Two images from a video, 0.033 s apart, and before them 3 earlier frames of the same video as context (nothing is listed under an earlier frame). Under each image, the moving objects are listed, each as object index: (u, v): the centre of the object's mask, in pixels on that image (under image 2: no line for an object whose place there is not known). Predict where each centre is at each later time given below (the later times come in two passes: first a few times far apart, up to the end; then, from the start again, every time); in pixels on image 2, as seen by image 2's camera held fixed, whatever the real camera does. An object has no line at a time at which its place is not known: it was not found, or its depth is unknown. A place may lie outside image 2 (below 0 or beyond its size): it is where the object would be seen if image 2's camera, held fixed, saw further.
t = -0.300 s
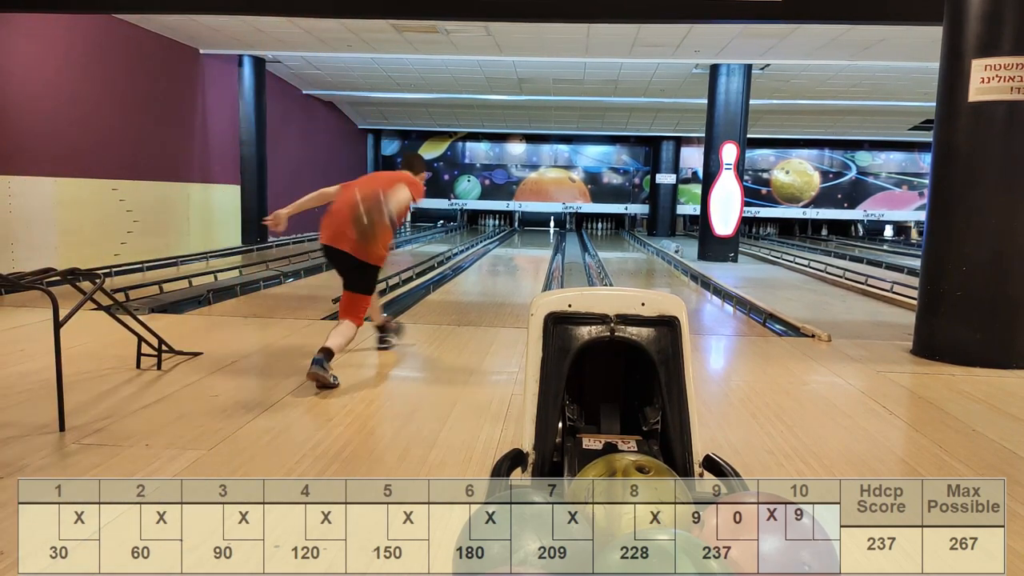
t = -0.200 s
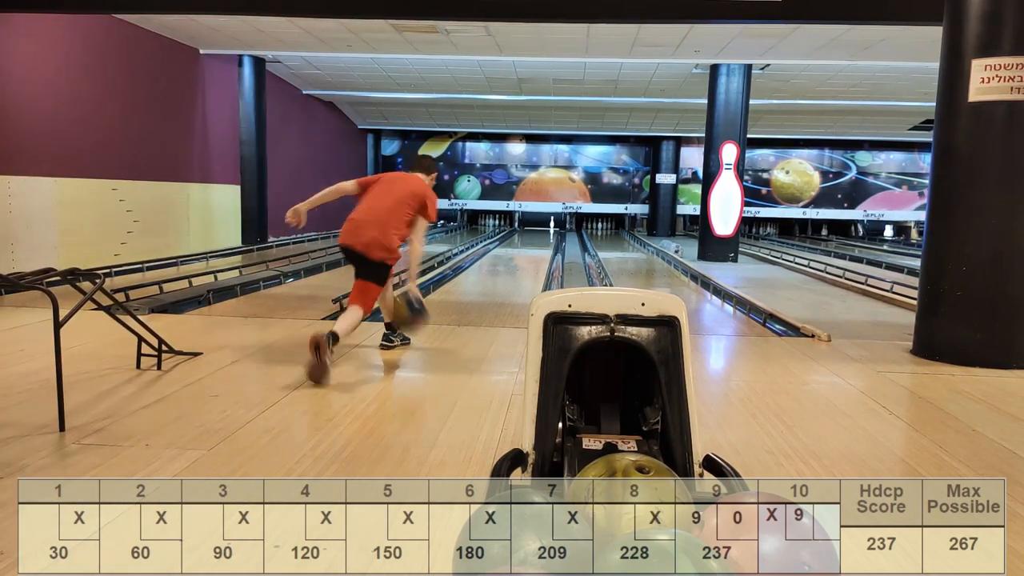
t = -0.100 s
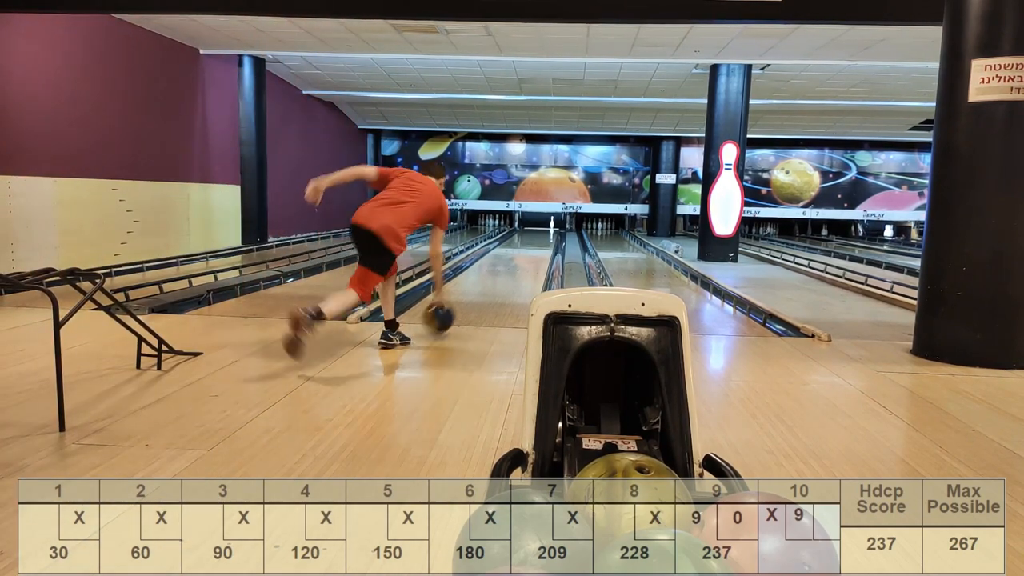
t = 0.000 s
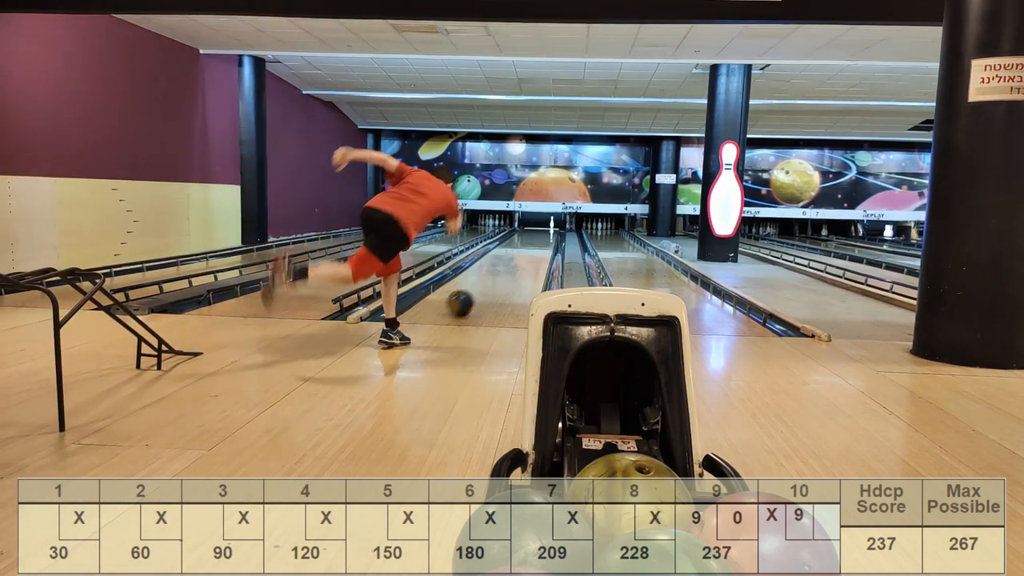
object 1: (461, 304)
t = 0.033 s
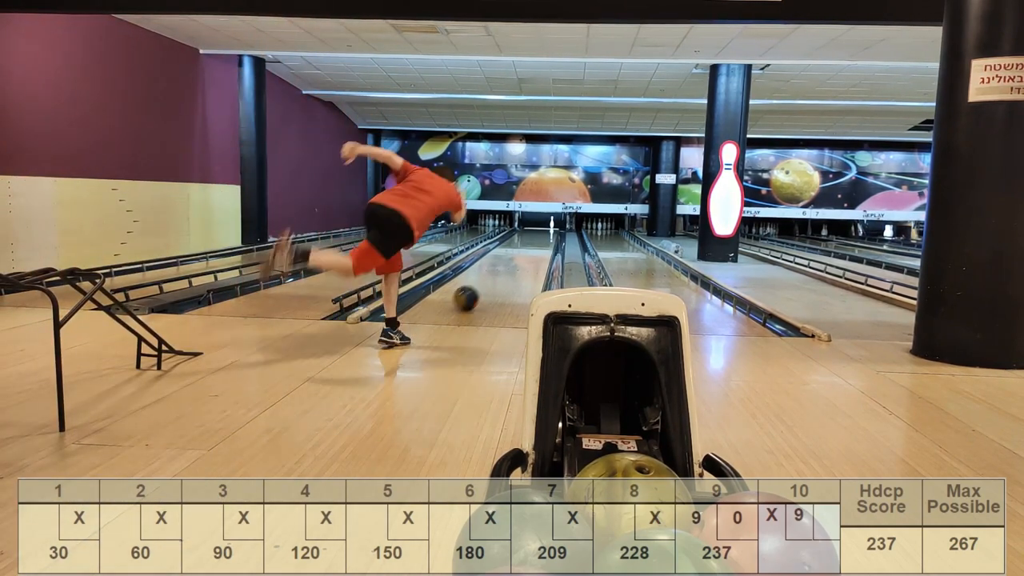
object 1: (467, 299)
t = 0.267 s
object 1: (495, 275)
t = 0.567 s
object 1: (516, 256)
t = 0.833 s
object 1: (527, 246)
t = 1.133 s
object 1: (535, 240)
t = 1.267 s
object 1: (537, 236)
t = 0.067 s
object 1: (472, 295)
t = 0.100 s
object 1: (480, 295)
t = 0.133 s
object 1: (484, 292)
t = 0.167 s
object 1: (486, 285)
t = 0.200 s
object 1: (489, 281)
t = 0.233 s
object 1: (492, 278)
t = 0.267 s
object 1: (495, 275)
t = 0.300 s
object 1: (498, 272)
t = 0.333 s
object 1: (501, 270)
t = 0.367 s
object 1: (504, 268)
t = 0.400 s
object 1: (507, 266)
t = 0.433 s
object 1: (508, 264)
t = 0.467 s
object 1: (510, 262)
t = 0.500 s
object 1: (512, 259)
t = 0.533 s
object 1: (514, 258)
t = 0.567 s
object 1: (516, 256)
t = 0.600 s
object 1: (517, 255)
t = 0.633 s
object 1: (518, 253)
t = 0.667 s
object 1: (520, 252)
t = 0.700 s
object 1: (522, 250)
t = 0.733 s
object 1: (523, 249)
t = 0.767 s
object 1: (524, 248)
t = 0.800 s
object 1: (526, 247)
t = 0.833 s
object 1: (527, 246)
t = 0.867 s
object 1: (528, 245)
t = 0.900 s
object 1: (529, 244)
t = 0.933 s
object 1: (530, 243)
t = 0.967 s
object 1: (531, 242)
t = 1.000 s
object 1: (531, 242)
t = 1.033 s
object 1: (532, 241)
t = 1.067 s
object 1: (532, 241)
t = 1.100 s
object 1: (534, 240)
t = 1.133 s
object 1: (535, 240)
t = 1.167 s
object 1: (536, 238)
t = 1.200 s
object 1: (536, 237)
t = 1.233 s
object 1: (537, 237)
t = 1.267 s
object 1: (537, 236)
